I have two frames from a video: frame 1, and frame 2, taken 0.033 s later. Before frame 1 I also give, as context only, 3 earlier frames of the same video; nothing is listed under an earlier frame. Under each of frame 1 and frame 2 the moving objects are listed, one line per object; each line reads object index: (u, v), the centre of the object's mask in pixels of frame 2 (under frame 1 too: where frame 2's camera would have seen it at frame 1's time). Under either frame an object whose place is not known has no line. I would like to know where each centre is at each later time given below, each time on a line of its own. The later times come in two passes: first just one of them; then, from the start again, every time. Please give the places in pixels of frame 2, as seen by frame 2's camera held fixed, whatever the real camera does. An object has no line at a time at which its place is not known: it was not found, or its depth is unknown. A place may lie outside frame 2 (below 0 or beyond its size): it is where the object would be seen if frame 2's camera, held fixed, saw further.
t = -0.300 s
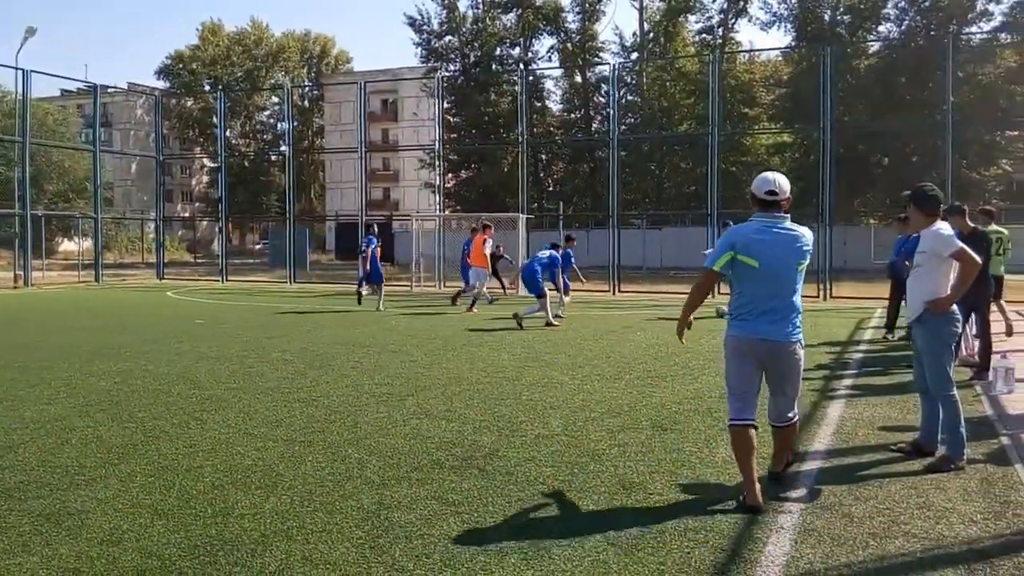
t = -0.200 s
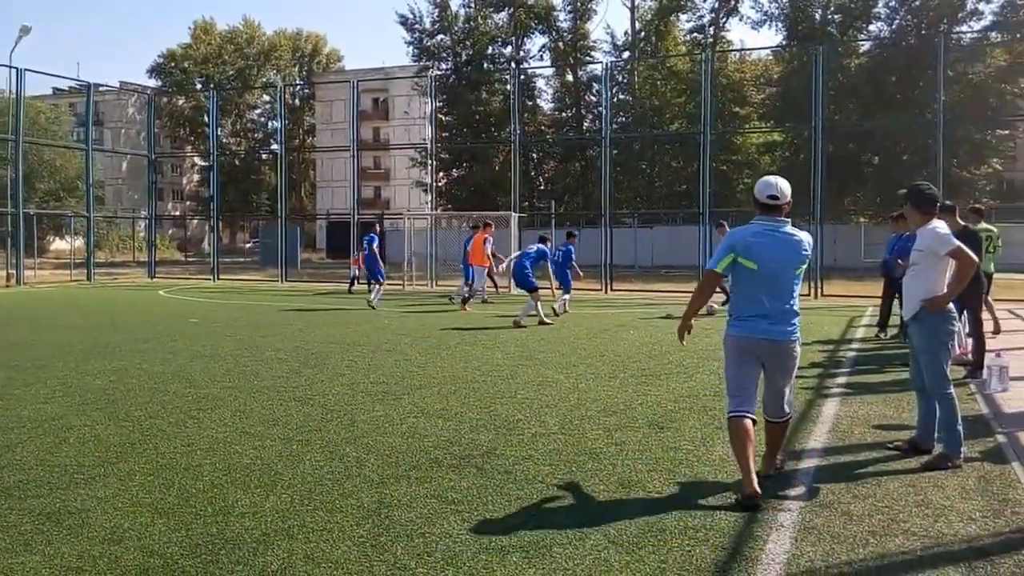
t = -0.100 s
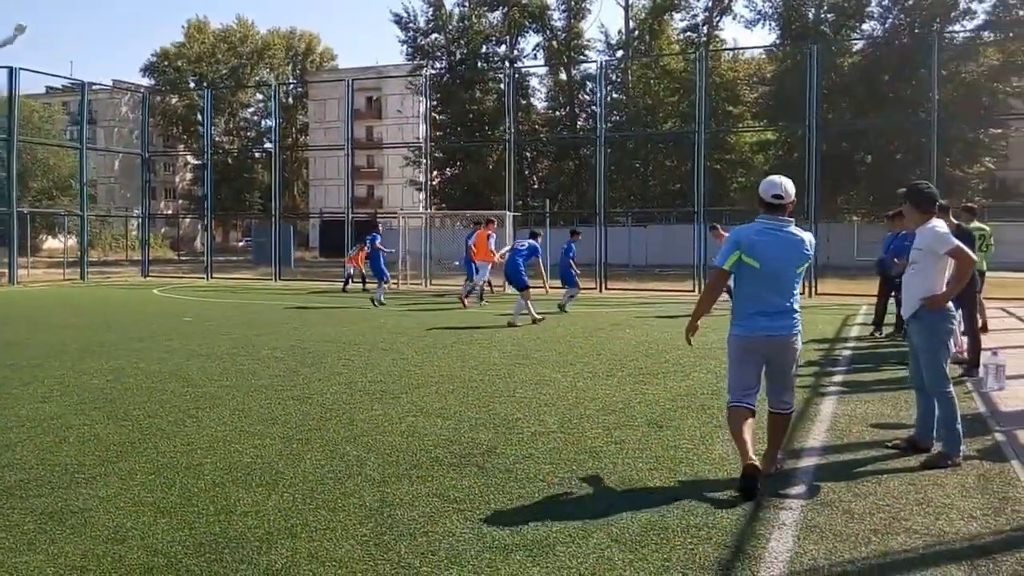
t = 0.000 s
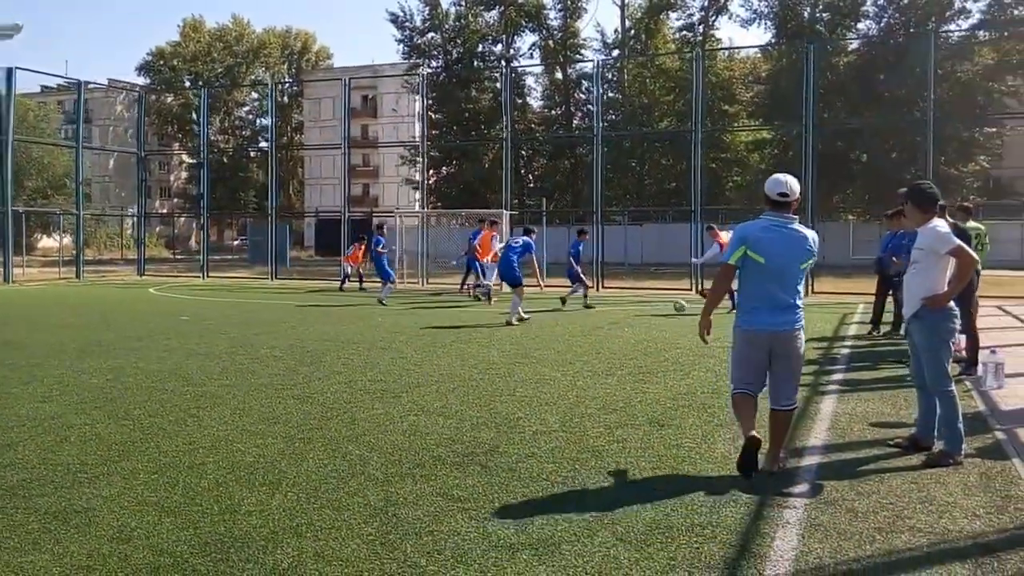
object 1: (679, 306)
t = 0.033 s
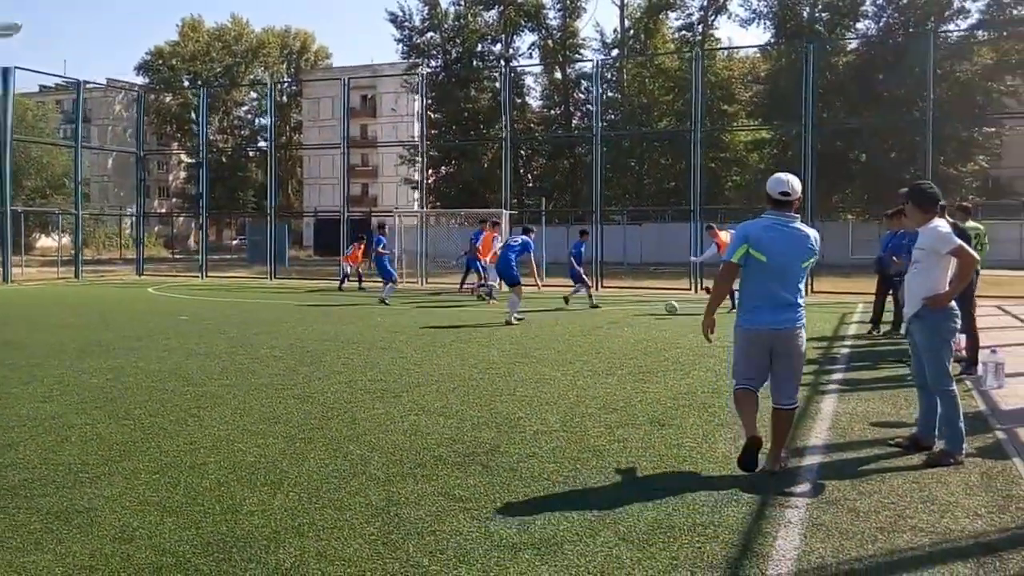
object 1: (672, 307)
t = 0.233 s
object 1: (618, 319)
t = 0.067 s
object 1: (662, 309)
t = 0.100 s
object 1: (654, 312)
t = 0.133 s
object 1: (645, 315)
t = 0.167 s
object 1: (636, 318)
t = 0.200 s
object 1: (627, 318)
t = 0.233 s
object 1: (618, 319)
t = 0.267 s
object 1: (609, 321)
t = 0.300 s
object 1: (599, 323)
